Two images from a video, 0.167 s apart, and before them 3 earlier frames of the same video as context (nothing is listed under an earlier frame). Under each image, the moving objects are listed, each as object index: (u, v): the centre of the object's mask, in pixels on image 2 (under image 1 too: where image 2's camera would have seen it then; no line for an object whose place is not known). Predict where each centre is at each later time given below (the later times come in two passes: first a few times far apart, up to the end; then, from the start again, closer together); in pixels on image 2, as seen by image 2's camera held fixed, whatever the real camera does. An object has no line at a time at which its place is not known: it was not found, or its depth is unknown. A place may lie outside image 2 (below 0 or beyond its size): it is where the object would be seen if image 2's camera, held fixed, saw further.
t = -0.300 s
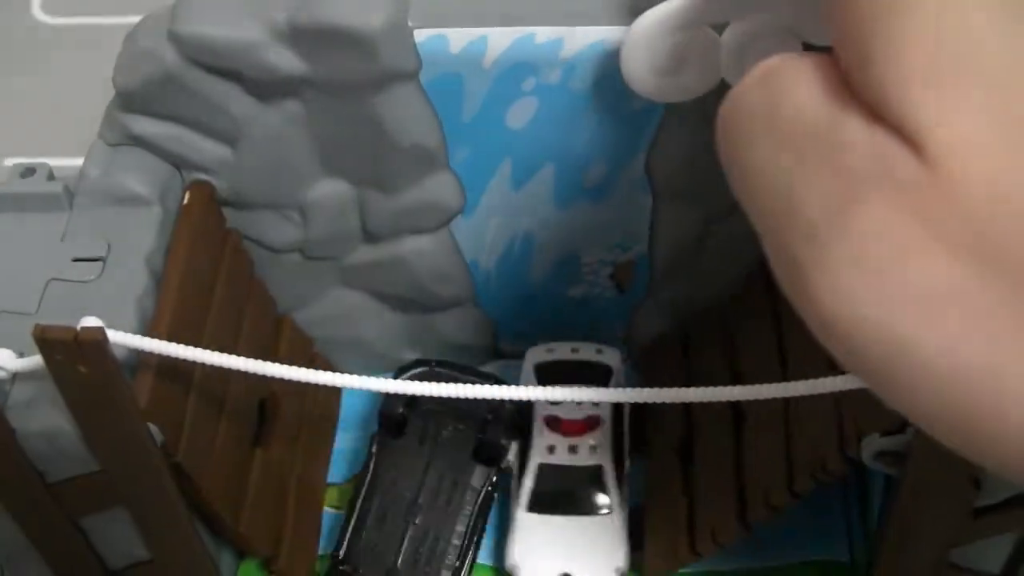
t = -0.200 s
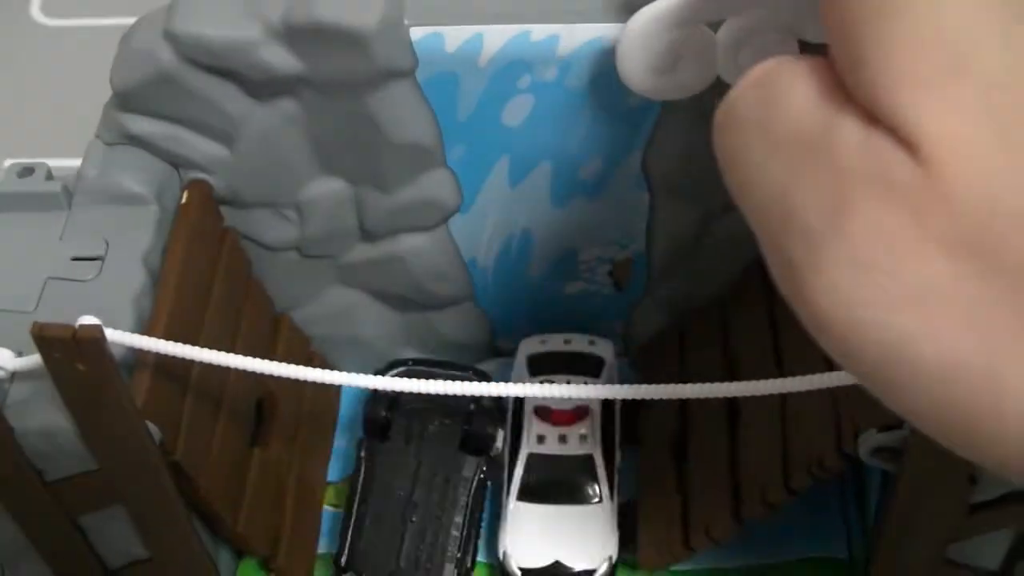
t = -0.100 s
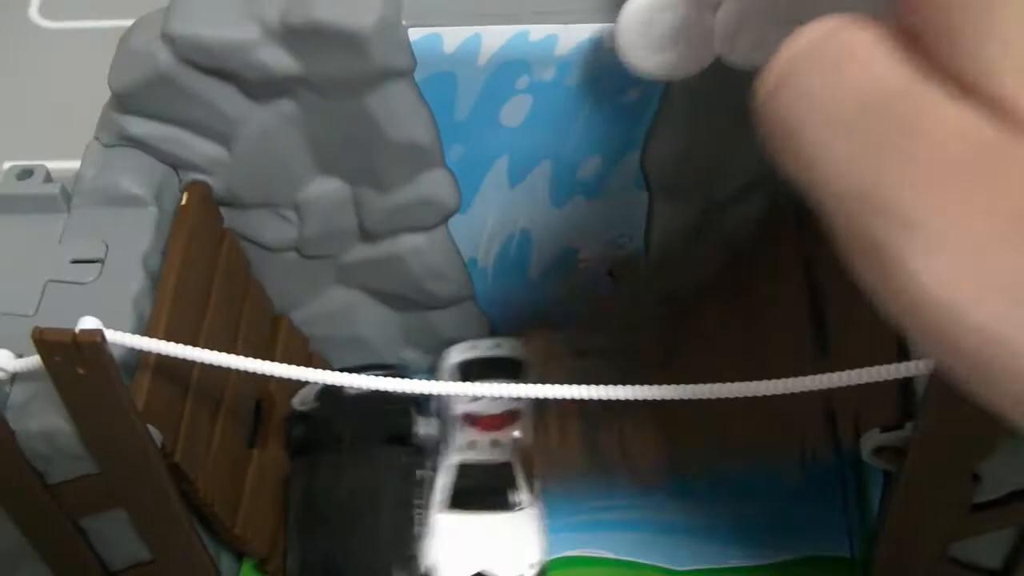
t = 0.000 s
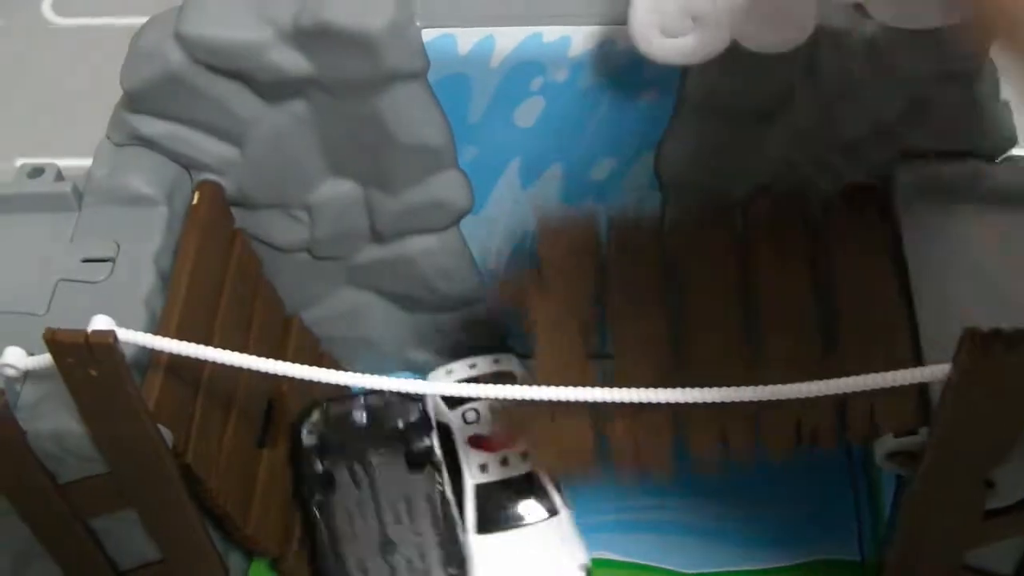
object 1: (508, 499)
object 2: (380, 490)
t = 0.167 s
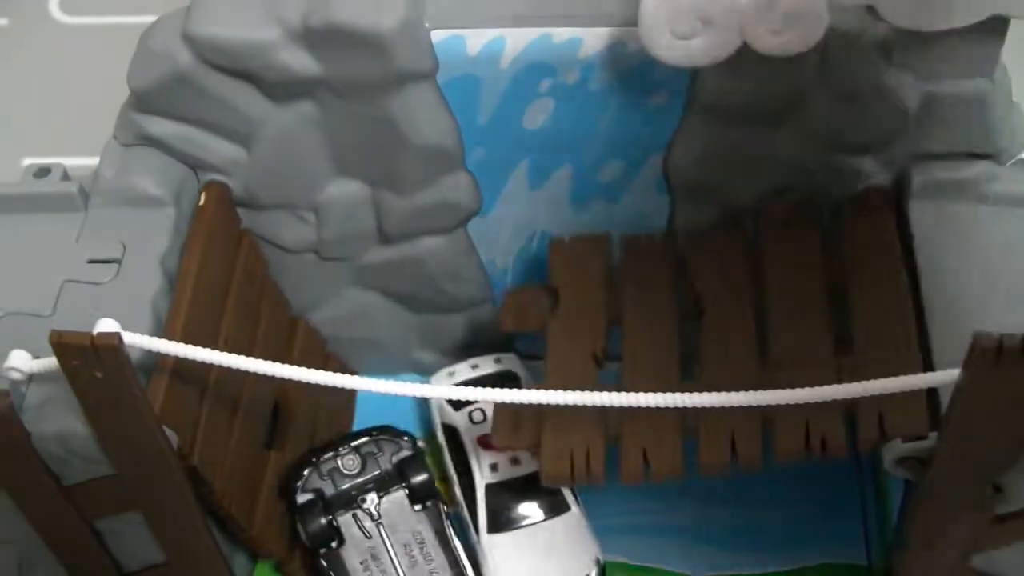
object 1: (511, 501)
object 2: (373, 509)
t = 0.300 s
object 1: (511, 502)
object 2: (376, 510)
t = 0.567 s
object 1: (510, 501)
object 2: (375, 508)
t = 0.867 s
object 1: (503, 474)
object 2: (373, 504)
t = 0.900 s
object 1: (503, 474)
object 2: (373, 504)
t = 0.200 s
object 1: (510, 500)
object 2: (374, 508)
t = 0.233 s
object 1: (509, 501)
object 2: (374, 508)
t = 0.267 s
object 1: (511, 502)
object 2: (374, 510)
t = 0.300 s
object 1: (511, 502)
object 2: (376, 510)
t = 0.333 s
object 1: (511, 502)
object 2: (376, 510)
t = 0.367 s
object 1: (511, 502)
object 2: (375, 510)
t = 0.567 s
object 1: (510, 501)
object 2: (375, 508)
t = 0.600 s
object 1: (510, 501)
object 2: (375, 508)
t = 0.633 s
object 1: (510, 501)
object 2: (375, 508)
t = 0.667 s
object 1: (505, 478)
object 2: (374, 508)
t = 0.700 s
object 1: (505, 477)
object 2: (375, 507)
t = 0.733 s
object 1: (504, 475)
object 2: (374, 505)
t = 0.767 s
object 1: (503, 474)
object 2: (372, 504)
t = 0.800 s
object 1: (504, 474)
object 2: (373, 505)
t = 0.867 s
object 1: (503, 474)
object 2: (373, 504)
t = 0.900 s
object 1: (503, 474)
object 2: (373, 504)
